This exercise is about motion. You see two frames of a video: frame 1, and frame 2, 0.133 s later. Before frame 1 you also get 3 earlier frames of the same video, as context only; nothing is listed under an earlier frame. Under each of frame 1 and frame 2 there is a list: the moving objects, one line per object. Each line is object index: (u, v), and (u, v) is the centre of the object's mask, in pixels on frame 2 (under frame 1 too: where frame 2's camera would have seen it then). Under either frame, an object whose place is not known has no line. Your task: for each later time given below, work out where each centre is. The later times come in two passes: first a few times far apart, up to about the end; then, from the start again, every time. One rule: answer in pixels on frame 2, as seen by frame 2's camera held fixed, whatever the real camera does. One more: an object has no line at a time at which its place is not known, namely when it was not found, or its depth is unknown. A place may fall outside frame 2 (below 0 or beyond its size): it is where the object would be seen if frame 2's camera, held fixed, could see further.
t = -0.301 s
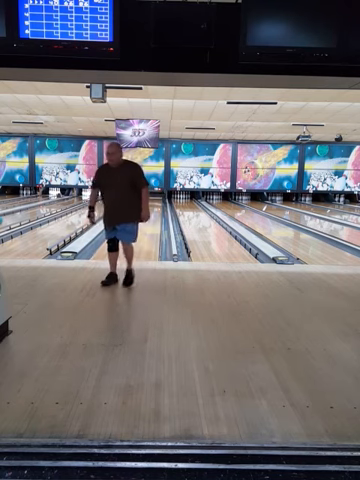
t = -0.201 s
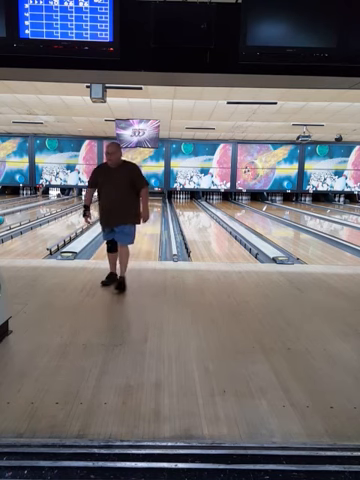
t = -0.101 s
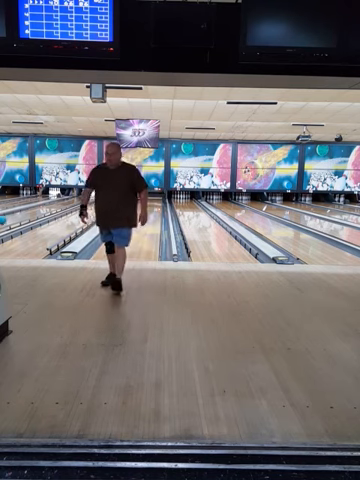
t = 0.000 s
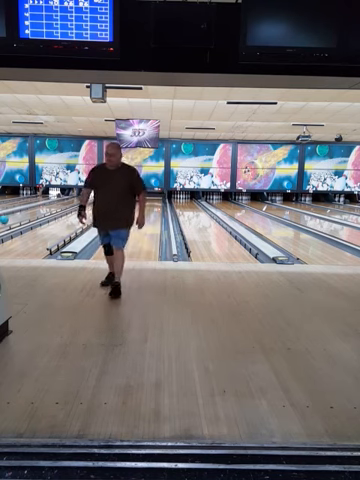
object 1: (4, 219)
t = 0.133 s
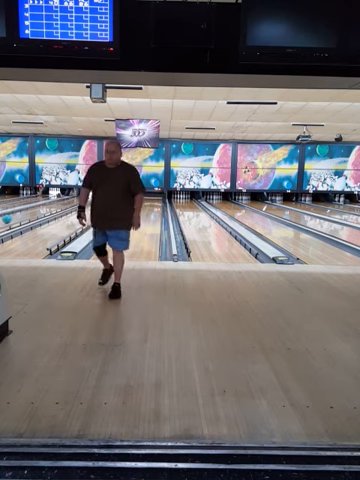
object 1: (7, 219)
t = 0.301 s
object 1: (9, 218)
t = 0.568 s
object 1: (14, 217)
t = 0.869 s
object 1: (20, 216)
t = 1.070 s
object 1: (24, 215)
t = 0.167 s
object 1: (7, 219)
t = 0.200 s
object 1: (8, 218)
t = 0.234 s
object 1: (8, 218)
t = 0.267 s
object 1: (9, 218)
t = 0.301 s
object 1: (9, 218)
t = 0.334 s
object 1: (10, 218)
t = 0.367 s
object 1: (11, 218)
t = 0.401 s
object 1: (11, 218)
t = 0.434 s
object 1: (12, 218)
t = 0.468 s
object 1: (13, 218)
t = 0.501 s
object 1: (13, 217)
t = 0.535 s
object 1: (14, 217)
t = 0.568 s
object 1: (14, 217)
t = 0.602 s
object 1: (16, 217)
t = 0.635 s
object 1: (16, 217)
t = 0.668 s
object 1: (17, 217)
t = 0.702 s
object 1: (17, 217)
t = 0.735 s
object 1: (17, 217)
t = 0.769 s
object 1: (18, 217)
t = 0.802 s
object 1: (19, 217)
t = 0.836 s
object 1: (19, 217)
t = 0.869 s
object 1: (20, 216)
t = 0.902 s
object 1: (20, 216)
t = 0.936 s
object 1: (21, 216)
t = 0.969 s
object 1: (21, 216)
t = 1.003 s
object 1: (23, 216)
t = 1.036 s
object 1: (23, 216)
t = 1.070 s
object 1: (24, 215)
